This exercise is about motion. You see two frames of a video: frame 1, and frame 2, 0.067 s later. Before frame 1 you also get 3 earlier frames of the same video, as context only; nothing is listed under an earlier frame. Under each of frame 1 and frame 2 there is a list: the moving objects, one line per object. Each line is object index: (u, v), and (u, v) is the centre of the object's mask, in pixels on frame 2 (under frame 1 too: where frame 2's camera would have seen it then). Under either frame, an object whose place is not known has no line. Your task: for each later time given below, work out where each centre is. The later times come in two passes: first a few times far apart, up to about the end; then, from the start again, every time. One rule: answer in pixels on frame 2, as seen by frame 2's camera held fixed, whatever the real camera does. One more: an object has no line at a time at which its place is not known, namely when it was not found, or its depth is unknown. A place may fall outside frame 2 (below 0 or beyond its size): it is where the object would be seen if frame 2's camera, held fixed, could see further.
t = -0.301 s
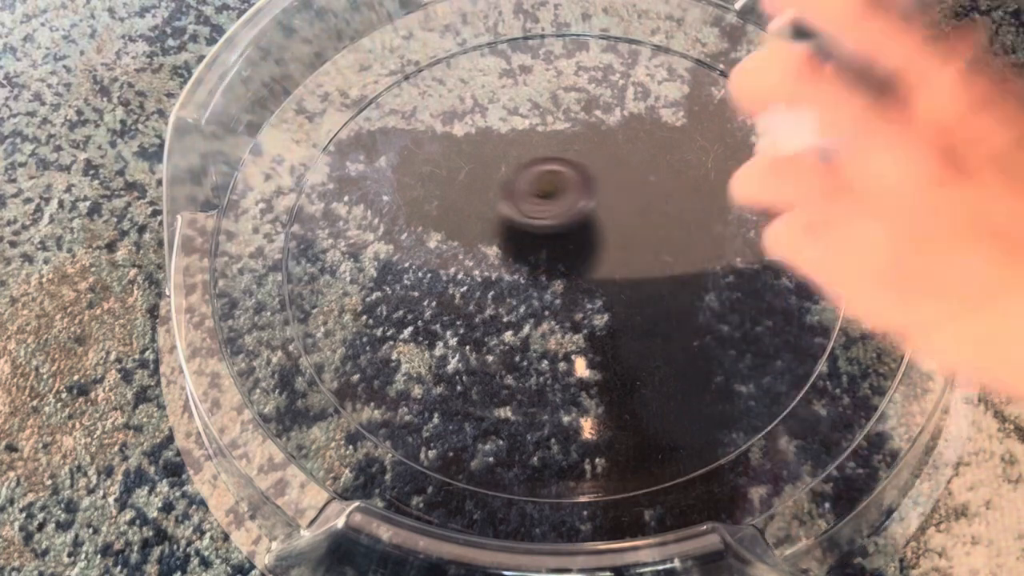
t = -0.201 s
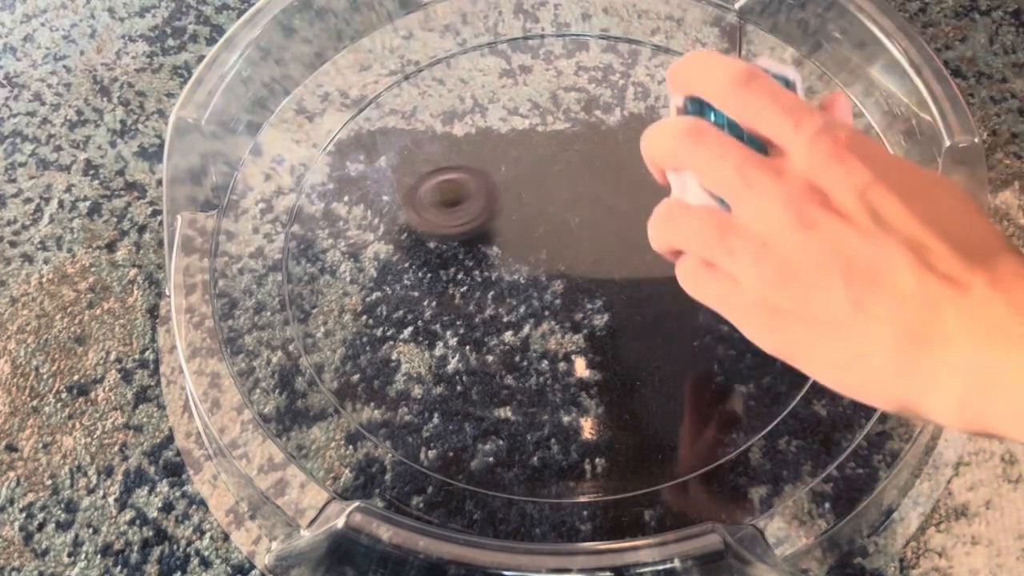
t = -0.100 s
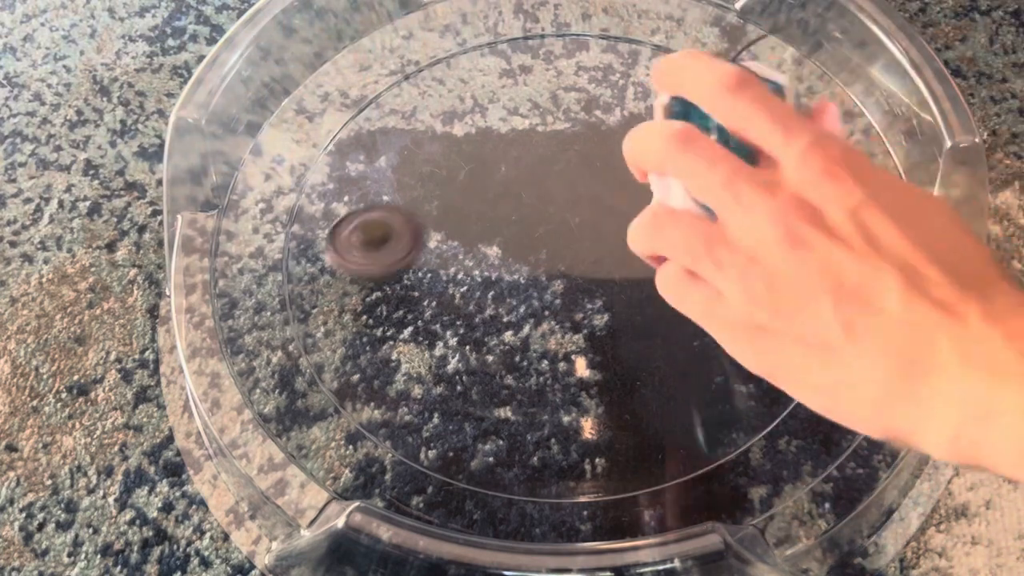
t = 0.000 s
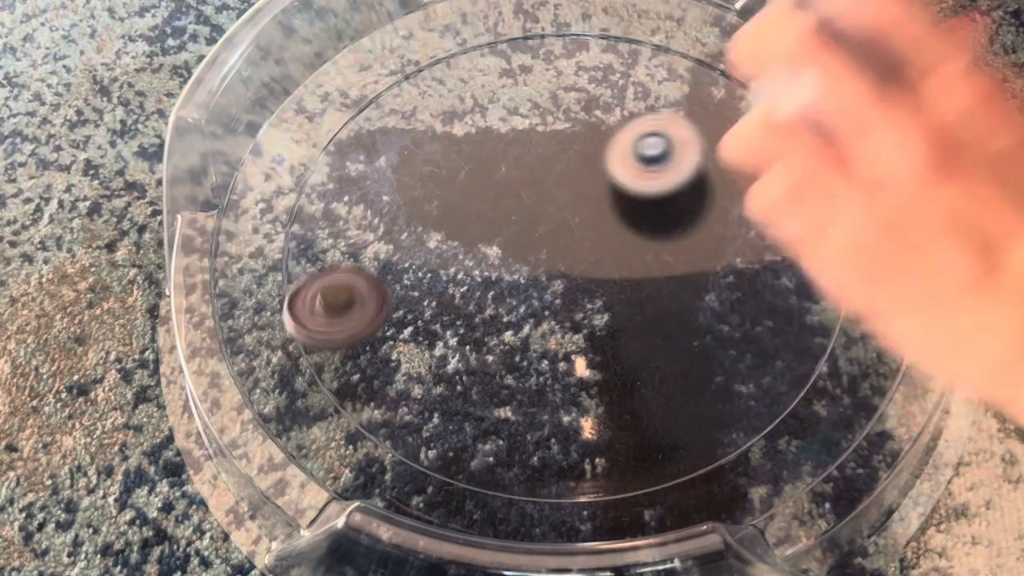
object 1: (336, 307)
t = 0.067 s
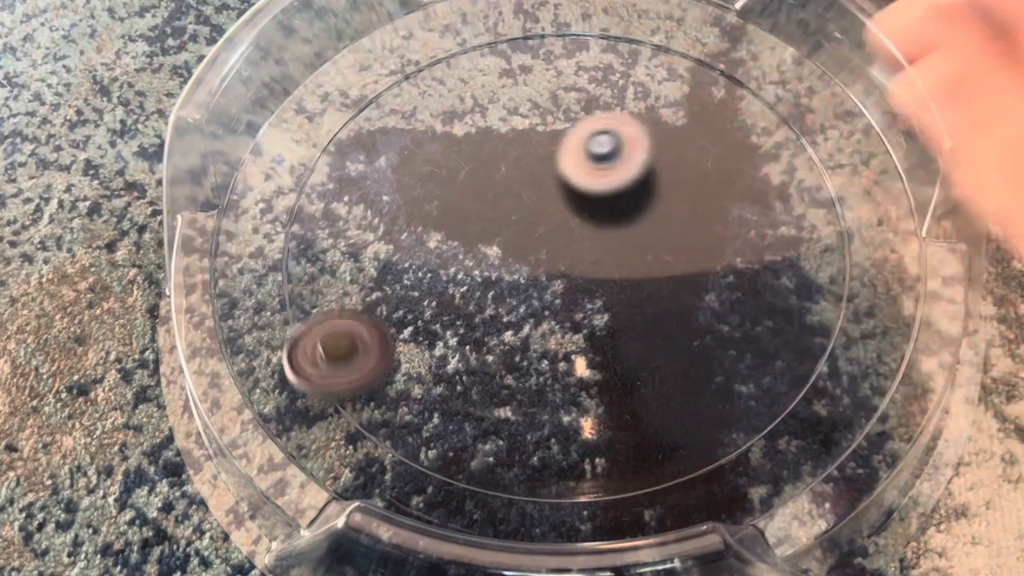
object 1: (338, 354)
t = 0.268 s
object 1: (483, 430)
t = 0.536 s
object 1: (645, 286)
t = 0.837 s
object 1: (570, 463)
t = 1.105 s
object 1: (599, 404)
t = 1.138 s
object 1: (607, 374)
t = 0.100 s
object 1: (347, 378)
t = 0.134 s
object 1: (363, 399)
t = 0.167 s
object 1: (387, 412)
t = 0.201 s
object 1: (418, 422)
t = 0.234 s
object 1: (450, 429)
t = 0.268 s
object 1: (483, 430)
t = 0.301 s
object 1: (515, 424)
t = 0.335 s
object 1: (547, 415)
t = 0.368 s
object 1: (577, 401)
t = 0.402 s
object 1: (601, 383)
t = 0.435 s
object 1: (619, 363)
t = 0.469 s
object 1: (633, 339)
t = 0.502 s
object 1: (641, 313)
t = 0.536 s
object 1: (645, 286)
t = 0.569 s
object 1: (642, 260)
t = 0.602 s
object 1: (633, 236)
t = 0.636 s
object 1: (621, 212)
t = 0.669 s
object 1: (603, 191)
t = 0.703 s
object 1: (589, 201)
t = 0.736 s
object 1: (585, 273)
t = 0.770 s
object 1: (581, 344)
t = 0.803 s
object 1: (576, 407)
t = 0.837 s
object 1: (570, 463)
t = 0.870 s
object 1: (571, 470)
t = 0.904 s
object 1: (571, 479)
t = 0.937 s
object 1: (573, 487)
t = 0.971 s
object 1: (575, 485)
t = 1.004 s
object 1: (579, 468)
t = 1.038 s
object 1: (584, 452)
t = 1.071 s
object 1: (592, 430)
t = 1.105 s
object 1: (599, 404)
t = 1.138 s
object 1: (607, 374)
